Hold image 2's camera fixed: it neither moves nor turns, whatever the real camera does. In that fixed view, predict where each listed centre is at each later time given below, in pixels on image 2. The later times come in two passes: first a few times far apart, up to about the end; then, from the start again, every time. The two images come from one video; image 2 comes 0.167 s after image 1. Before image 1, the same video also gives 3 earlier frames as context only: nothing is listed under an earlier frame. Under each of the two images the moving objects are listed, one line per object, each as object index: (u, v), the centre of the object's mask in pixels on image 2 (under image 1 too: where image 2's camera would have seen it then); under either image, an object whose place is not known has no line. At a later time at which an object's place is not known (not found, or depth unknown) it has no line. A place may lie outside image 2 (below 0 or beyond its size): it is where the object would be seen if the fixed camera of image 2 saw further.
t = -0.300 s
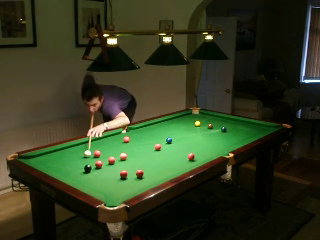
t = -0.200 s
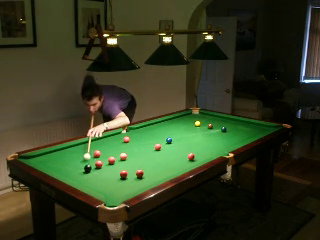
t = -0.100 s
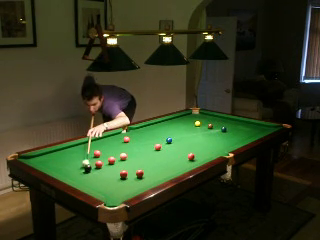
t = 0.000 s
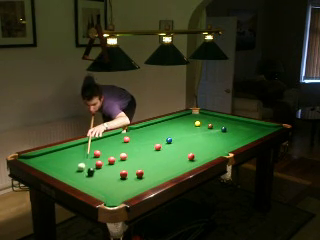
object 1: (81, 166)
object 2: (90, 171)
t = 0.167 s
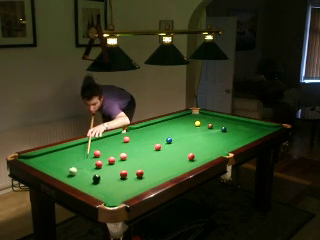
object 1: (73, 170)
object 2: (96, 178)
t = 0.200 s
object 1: (71, 172)
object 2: (97, 180)
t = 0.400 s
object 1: (70, 173)
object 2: (104, 188)
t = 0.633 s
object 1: (82, 171)
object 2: (113, 198)
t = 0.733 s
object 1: (86, 172)
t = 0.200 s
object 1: (71, 172)
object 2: (97, 180)
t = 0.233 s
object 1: (69, 172)
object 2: (98, 181)
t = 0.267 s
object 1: (68, 173)
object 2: (99, 183)
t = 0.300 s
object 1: (66, 173)
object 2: (101, 184)
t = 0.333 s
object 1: (66, 173)
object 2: (102, 185)
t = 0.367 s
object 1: (68, 173)
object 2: (103, 187)
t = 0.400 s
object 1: (70, 173)
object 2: (104, 188)
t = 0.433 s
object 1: (71, 173)
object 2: (106, 189)
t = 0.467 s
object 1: (73, 173)
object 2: (107, 190)
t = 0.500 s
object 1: (75, 173)
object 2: (108, 192)
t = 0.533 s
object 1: (76, 172)
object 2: (109, 193)
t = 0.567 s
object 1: (78, 172)
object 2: (111, 195)
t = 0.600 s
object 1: (80, 172)
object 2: (112, 196)
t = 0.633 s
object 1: (82, 171)
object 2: (113, 198)
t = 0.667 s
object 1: (83, 171)
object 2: (115, 200)
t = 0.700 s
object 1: (84, 172)
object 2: (116, 202)
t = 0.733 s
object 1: (86, 172)
